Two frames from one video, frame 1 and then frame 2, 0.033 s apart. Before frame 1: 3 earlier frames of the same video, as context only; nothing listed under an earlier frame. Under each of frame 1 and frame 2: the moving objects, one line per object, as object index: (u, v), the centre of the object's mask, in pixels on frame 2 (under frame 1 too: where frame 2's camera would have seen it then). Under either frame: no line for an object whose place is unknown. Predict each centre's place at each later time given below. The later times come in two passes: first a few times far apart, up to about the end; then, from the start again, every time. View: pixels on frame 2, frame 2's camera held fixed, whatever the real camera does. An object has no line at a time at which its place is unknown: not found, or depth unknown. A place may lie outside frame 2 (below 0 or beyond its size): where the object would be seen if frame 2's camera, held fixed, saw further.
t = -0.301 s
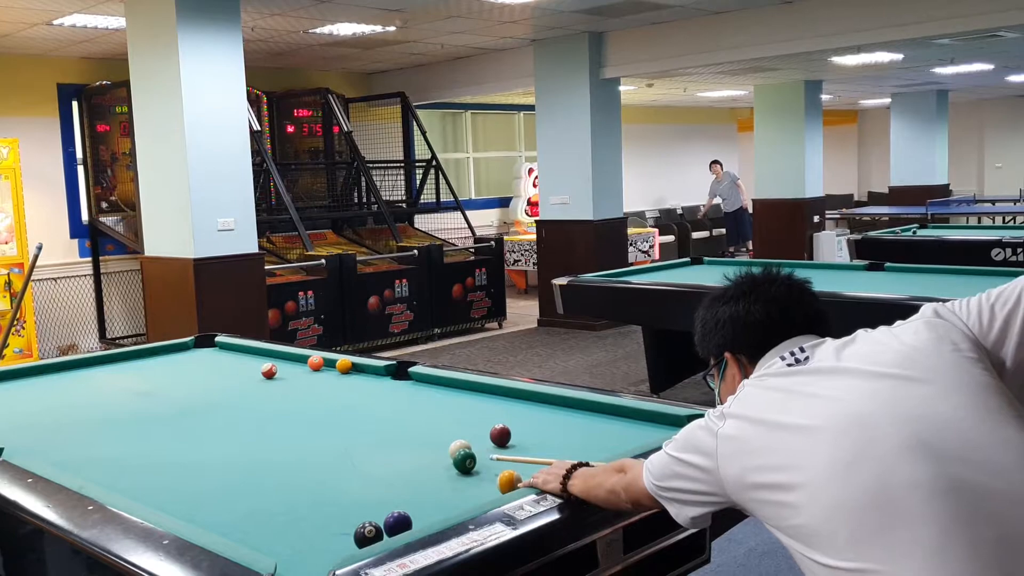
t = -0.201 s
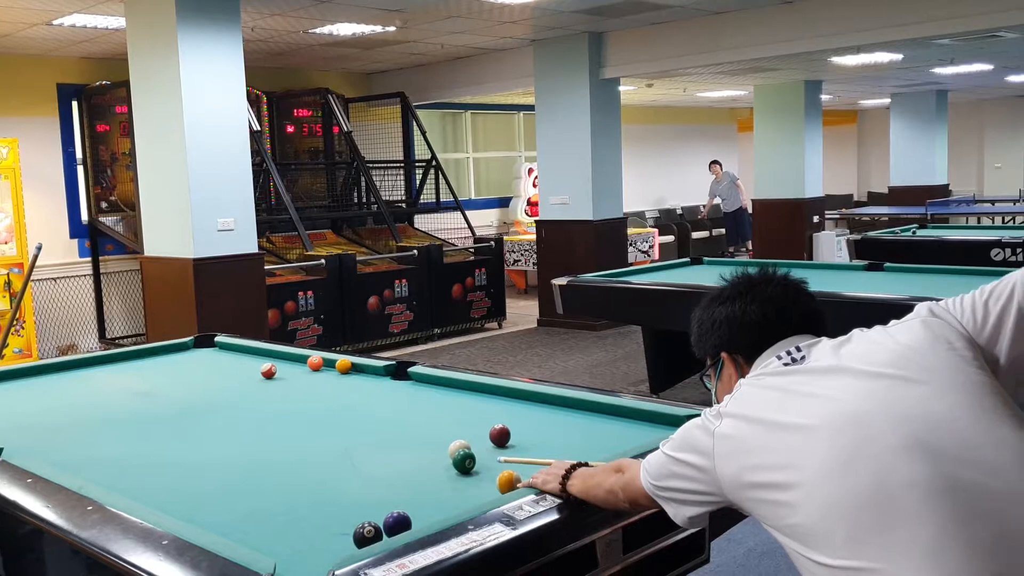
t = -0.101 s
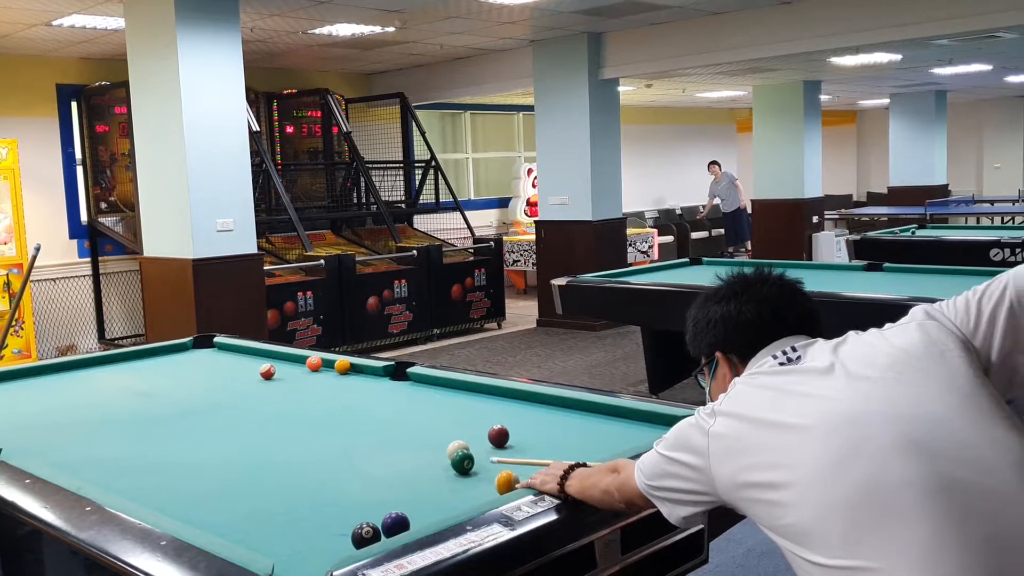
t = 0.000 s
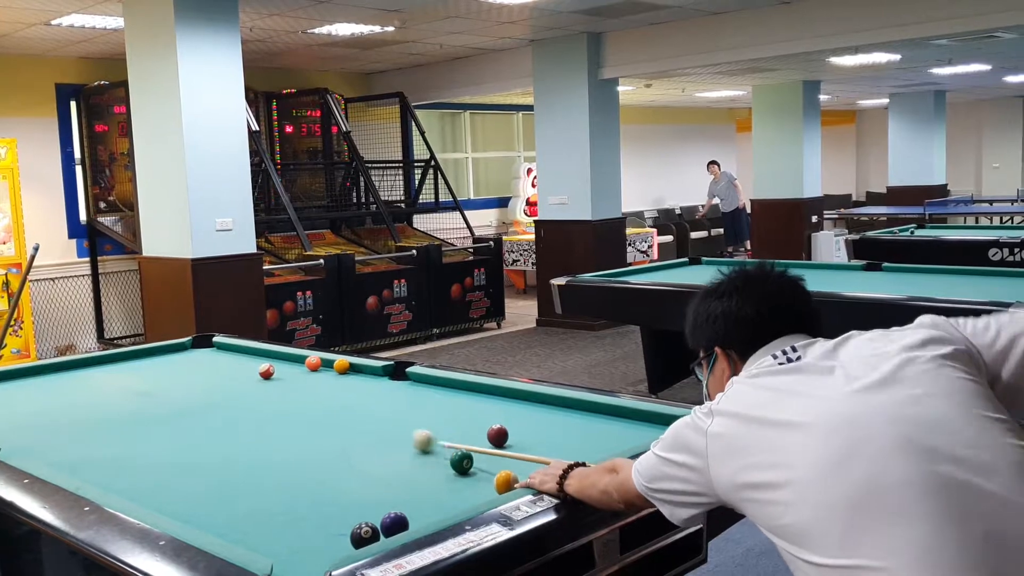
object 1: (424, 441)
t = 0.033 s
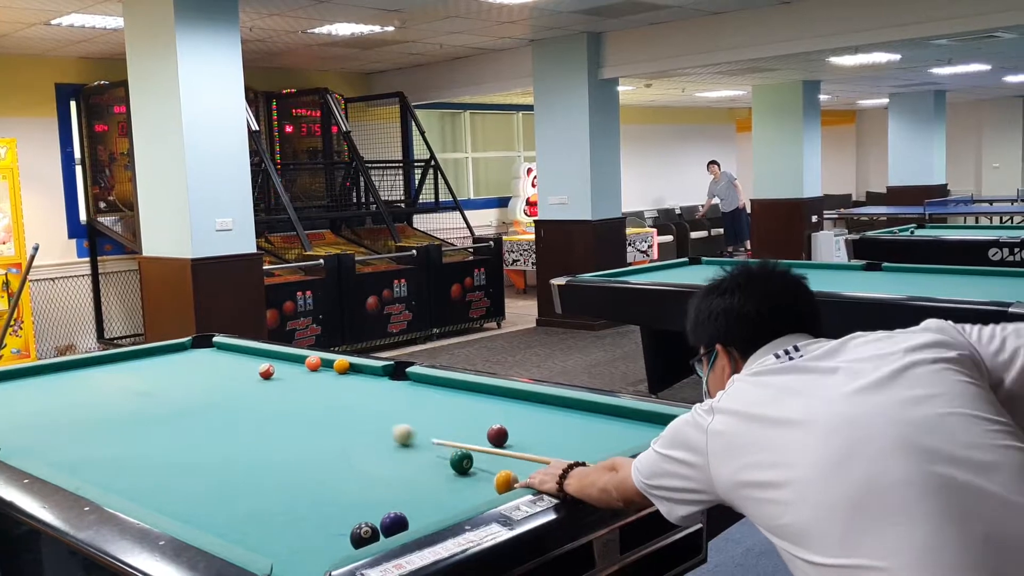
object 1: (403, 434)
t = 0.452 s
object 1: (249, 387)
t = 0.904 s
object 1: (151, 354)
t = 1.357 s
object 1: (211, 359)
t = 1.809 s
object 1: (292, 366)
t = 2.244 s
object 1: (375, 373)
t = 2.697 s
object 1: (410, 385)
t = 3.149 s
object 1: (425, 399)
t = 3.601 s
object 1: (441, 415)
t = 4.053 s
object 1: (457, 430)
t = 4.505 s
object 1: (474, 444)
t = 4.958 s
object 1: (489, 459)
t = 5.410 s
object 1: (503, 467)
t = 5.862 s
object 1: (518, 473)
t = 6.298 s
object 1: (522, 475)
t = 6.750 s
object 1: (521, 475)
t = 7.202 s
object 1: (521, 475)
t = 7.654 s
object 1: (521, 475)
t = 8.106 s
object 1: (521, 475)
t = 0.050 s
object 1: (394, 432)
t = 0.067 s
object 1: (385, 429)
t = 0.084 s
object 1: (377, 426)
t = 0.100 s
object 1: (368, 423)
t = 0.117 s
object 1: (360, 421)
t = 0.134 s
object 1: (353, 419)
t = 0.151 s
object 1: (346, 417)
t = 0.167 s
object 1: (339, 415)
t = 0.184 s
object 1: (332, 413)
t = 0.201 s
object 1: (326, 411)
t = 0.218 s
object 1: (320, 409)
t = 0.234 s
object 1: (315, 407)
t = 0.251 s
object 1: (309, 405)
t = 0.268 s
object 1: (303, 404)
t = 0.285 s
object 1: (298, 402)
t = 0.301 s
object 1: (292, 401)
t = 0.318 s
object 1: (288, 399)
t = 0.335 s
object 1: (283, 397)
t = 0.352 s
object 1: (278, 396)
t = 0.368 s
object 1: (273, 394)
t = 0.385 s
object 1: (267, 392)
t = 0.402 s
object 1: (263, 391)
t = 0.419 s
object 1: (258, 390)
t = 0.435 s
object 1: (253, 388)
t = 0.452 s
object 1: (249, 387)
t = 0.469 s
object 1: (244, 385)
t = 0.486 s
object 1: (240, 384)
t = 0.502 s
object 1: (236, 382)
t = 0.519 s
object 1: (232, 381)
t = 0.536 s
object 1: (227, 380)
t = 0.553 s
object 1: (223, 379)
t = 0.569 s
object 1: (220, 377)
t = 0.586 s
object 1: (215, 376)
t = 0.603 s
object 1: (211, 374)
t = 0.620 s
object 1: (207, 373)
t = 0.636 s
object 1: (203, 372)
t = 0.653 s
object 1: (200, 371)
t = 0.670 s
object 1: (197, 370)
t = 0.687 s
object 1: (193, 368)
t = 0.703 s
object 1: (189, 367)
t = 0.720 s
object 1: (186, 366)
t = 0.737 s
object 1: (182, 365)
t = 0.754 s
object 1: (179, 364)
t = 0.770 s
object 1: (176, 363)
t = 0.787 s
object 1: (173, 362)
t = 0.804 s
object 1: (169, 361)
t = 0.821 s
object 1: (166, 360)
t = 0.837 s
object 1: (163, 358)
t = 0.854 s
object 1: (160, 357)
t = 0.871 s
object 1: (157, 356)
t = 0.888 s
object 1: (154, 355)
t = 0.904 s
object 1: (151, 354)
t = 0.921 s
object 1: (148, 353)
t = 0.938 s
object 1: (145, 352)
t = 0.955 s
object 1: (144, 352)
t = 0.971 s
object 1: (146, 352)
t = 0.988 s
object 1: (149, 353)
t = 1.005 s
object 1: (152, 353)
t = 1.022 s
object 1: (155, 353)
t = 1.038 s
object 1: (158, 353)
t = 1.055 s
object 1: (161, 353)
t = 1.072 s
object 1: (163, 354)
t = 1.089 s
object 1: (166, 354)
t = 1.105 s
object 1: (169, 354)
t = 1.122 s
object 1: (171, 355)
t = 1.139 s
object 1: (174, 355)
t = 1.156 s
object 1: (177, 355)
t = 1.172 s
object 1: (180, 356)
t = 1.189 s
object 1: (182, 356)
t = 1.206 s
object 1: (185, 356)
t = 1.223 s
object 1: (188, 357)
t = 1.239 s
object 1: (191, 357)
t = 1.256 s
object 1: (194, 357)
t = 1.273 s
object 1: (197, 358)
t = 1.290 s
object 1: (200, 358)
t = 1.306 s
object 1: (202, 358)
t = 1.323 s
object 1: (205, 358)
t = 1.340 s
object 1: (208, 359)
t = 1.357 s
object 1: (211, 359)
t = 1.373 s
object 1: (214, 360)
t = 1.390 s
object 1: (217, 360)
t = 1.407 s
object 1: (220, 360)
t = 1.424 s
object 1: (222, 360)
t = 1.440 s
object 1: (225, 360)
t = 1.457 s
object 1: (228, 361)
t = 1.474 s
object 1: (232, 361)
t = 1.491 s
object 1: (234, 361)
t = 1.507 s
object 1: (237, 361)
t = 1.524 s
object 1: (240, 362)
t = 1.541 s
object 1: (243, 362)
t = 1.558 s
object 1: (246, 362)
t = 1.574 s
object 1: (250, 362)
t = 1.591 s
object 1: (252, 363)
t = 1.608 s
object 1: (255, 362)
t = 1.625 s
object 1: (257, 362)
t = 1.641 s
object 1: (260, 362)
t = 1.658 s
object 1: (263, 361)
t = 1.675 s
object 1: (267, 361)
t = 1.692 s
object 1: (271, 361)
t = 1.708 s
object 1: (275, 363)
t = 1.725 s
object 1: (278, 364)
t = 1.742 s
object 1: (280, 365)
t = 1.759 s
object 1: (283, 365)
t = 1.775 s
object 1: (286, 366)
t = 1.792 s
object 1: (289, 366)
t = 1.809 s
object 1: (292, 366)
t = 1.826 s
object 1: (295, 366)
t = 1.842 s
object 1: (298, 367)
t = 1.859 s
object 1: (302, 367)
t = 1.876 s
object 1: (304, 367)
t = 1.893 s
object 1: (307, 368)
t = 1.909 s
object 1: (311, 368)
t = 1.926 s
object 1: (314, 368)
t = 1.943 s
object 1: (318, 368)
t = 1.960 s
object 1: (321, 368)
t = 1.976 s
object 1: (323, 369)
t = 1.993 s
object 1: (326, 369)
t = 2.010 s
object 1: (330, 369)
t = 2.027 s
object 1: (333, 369)
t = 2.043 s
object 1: (336, 370)
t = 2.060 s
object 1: (339, 370)
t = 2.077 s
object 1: (343, 370)
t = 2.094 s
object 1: (346, 370)
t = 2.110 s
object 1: (349, 371)
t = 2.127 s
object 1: (352, 371)
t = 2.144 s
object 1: (356, 371)
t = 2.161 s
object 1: (359, 371)
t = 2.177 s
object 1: (362, 372)
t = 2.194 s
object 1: (365, 372)
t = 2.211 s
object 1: (369, 372)
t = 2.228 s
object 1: (372, 372)
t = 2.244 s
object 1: (375, 373)
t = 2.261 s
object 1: (379, 373)
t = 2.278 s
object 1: (382, 373)
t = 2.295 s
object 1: (386, 374)
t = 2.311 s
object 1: (389, 374)
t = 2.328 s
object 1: (392, 374)
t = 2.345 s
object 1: (395, 374)
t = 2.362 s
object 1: (398, 375)
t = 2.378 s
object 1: (399, 375)
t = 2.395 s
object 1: (400, 376)
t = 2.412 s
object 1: (401, 376)
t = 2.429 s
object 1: (401, 377)
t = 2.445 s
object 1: (402, 378)
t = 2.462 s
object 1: (402, 378)
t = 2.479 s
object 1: (403, 378)
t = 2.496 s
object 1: (403, 379)
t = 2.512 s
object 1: (404, 380)
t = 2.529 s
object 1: (404, 380)
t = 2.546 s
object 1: (405, 381)
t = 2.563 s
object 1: (405, 381)
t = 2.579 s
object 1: (406, 381)
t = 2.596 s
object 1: (407, 382)
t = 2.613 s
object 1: (407, 383)
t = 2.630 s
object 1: (408, 383)
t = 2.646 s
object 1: (408, 384)
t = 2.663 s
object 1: (409, 384)
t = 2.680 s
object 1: (409, 385)
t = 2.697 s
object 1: (410, 385)
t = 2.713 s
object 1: (411, 386)
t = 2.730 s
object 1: (411, 386)
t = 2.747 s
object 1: (412, 387)
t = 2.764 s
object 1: (412, 387)
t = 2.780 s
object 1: (412, 388)
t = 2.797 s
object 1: (413, 388)
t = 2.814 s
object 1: (414, 389)
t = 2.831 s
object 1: (414, 390)
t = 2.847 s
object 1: (415, 390)
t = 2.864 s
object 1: (415, 390)
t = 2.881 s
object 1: (416, 391)
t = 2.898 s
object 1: (417, 392)
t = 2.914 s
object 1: (417, 392)
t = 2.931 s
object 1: (418, 393)
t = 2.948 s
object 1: (419, 393)
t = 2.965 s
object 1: (419, 394)
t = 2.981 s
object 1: (419, 394)
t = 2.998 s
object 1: (420, 395)
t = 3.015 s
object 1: (421, 395)
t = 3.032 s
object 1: (421, 396)
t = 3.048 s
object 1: (422, 396)
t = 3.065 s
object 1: (422, 397)
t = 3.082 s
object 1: (423, 398)
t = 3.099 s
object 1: (423, 398)
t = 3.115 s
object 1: (424, 399)
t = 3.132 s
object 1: (425, 399)
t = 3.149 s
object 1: (425, 399)
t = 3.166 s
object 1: (426, 400)
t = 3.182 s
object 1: (426, 400)
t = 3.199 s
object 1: (427, 401)
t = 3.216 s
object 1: (428, 402)
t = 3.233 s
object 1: (428, 402)
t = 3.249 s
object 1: (429, 403)
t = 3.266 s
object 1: (429, 404)
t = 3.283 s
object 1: (430, 404)
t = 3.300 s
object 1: (430, 405)
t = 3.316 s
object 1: (431, 405)
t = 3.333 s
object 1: (432, 405)
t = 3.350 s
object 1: (432, 406)
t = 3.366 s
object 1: (433, 407)
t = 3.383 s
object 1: (433, 408)
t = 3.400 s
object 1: (434, 408)
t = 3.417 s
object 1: (434, 409)
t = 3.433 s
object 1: (435, 409)
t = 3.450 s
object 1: (436, 410)
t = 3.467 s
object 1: (436, 410)
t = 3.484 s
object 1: (437, 411)
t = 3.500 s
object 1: (437, 411)
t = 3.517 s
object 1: (438, 412)
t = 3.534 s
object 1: (438, 412)
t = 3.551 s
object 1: (439, 413)
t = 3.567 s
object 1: (440, 414)
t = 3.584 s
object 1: (440, 414)
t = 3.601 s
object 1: (441, 415)
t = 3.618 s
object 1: (442, 415)
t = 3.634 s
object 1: (442, 416)
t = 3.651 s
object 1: (443, 417)
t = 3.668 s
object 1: (443, 417)
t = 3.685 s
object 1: (444, 418)
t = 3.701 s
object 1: (444, 418)
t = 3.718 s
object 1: (445, 419)
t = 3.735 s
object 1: (446, 419)
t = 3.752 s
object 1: (447, 420)
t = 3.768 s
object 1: (447, 420)
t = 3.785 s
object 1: (447, 421)
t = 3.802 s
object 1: (448, 422)
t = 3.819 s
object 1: (449, 422)
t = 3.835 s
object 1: (449, 423)
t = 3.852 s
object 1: (450, 423)
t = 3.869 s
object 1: (450, 424)
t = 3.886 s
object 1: (451, 424)
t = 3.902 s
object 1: (451, 425)
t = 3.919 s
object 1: (452, 425)
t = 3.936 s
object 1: (453, 426)
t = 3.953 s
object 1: (453, 427)
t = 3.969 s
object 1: (454, 427)
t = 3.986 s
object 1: (454, 428)
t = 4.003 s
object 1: (455, 428)
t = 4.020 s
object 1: (455, 429)
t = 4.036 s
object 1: (456, 429)
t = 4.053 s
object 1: (457, 430)
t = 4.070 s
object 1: (458, 430)
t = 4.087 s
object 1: (458, 431)
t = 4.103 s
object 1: (459, 432)
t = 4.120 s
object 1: (459, 432)
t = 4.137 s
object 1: (460, 433)
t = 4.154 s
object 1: (460, 433)
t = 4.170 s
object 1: (461, 434)
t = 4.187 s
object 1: (462, 434)
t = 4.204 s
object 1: (462, 435)
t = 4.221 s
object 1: (463, 435)
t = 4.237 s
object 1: (464, 436)
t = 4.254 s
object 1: (464, 436)
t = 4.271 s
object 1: (465, 437)
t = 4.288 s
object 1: (465, 437)
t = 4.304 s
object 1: (466, 438)
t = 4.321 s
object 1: (467, 438)
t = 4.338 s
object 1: (467, 439)
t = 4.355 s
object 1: (468, 439)
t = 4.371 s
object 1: (469, 440)
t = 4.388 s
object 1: (469, 440)
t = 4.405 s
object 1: (470, 441)
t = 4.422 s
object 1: (470, 441)
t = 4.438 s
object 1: (471, 442)
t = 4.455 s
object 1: (472, 442)
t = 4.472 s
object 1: (472, 443)
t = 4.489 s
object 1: (473, 443)
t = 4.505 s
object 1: (474, 444)
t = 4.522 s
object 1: (474, 444)
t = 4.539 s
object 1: (475, 445)
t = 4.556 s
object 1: (475, 445)
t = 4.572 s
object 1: (476, 446)
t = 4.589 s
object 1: (476, 446)
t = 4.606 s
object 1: (477, 447)
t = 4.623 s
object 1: (478, 448)
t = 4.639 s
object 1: (478, 449)
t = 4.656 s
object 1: (479, 449)
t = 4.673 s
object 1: (479, 450)
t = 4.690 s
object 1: (480, 450)
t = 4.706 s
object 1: (480, 451)
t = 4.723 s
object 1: (481, 451)
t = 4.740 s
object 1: (482, 452)
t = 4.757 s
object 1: (482, 453)
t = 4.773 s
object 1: (483, 453)
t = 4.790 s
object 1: (484, 454)
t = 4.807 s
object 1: (484, 454)
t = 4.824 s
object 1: (484, 455)
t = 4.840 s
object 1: (485, 455)
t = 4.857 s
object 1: (486, 456)
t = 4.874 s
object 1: (486, 457)
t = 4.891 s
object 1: (487, 457)
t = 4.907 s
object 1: (487, 458)
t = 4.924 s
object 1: (488, 458)
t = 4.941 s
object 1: (489, 459)
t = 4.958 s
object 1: (489, 459)
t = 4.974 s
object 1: (490, 460)
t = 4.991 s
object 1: (490, 460)
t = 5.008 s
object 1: (491, 461)
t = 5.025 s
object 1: (491, 461)
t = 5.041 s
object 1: (492, 462)
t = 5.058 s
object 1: (492, 462)
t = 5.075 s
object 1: (493, 462)
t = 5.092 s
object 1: (493, 463)
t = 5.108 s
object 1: (494, 463)
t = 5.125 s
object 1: (494, 464)
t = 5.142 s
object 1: (495, 464)
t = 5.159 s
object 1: (495, 464)
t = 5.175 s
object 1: (496, 464)
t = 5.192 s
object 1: (496, 464)
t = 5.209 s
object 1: (496, 465)
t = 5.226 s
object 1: (497, 465)
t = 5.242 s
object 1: (497, 465)
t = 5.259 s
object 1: (498, 465)
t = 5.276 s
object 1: (498, 466)
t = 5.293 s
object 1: (499, 466)
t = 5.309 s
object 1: (500, 466)
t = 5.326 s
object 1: (500, 466)
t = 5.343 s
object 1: (501, 466)
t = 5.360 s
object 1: (502, 466)
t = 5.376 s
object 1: (502, 466)
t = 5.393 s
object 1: (503, 467)
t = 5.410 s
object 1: (503, 467)
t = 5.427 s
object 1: (504, 467)
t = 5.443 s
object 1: (505, 467)
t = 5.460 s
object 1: (506, 467)
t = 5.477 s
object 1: (506, 468)
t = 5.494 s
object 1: (506, 468)
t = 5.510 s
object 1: (508, 468)
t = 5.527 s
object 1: (509, 469)
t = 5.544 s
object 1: (509, 469)
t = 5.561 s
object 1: (510, 470)
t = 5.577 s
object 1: (512, 470)
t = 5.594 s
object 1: (512, 470)
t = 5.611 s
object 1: (512, 470)
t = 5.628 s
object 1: (513, 470)
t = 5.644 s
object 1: (513, 471)
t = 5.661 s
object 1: (514, 471)
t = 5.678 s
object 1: (514, 471)
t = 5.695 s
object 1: (515, 472)
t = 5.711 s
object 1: (516, 472)
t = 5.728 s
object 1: (516, 472)
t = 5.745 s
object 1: (516, 472)
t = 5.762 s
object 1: (517, 472)
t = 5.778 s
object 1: (517, 472)
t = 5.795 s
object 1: (517, 473)
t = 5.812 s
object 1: (518, 473)
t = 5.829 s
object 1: (518, 473)
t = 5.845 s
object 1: (518, 473)
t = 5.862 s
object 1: (518, 473)
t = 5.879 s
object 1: (519, 474)
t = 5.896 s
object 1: (518, 474)
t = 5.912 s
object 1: (519, 474)
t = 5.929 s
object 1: (519, 474)
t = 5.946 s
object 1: (520, 474)
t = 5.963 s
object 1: (520, 474)
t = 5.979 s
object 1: (520, 474)
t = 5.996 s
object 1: (520, 474)
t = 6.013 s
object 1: (520, 474)
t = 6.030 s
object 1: (520, 474)
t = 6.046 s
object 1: (521, 474)
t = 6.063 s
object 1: (521, 474)
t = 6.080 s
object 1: (521, 474)
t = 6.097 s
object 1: (521, 475)
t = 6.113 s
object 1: (521, 474)
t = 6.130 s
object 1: (521, 475)
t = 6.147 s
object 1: (521, 475)
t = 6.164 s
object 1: (521, 475)
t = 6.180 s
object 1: (521, 475)
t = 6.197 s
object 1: (521, 475)
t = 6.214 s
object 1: (521, 475)
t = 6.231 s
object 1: (521, 475)
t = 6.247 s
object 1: (522, 475)
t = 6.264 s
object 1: (522, 475)
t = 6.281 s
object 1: (522, 475)
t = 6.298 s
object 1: (522, 475)
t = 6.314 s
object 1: (521, 475)
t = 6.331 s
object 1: (521, 475)
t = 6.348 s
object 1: (521, 475)
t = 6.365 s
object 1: (521, 475)
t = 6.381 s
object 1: (521, 475)
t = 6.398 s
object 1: (521, 475)
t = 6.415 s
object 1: (521, 475)
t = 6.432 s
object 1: (521, 475)
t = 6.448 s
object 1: (521, 475)
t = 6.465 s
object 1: (521, 475)
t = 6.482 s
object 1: (521, 475)
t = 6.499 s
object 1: (521, 475)
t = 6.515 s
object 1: (521, 475)
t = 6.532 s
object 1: (521, 475)
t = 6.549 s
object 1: (521, 475)
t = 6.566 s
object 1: (521, 475)
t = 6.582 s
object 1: (521, 475)
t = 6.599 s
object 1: (521, 475)
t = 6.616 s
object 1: (521, 475)
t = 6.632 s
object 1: (520, 475)
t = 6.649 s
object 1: (520, 475)
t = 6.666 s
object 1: (520, 475)
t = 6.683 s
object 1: (520, 475)
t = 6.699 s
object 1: (520, 475)
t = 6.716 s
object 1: (521, 475)
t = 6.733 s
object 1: (521, 475)
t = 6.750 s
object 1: (521, 475)
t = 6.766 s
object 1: (521, 475)
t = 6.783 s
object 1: (521, 475)
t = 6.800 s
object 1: (521, 475)
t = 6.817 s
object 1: (521, 475)
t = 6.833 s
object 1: (521, 475)
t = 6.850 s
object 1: (521, 475)
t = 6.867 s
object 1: (521, 475)
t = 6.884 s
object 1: (521, 475)
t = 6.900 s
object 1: (521, 475)
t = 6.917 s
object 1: (521, 475)
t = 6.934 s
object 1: (521, 475)
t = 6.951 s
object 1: (521, 475)
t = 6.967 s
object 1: (521, 475)
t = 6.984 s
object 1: (521, 475)
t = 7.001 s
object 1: (521, 475)
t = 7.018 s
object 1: (521, 475)
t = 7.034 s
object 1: (521, 475)
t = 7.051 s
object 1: (521, 475)
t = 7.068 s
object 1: (521, 475)
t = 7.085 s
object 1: (521, 475)
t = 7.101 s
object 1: (521, 475)
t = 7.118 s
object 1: (521, 475)
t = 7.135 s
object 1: (521, 475)
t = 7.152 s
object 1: (521, 475)
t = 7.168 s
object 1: (521, 475)
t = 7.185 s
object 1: (521, 475)
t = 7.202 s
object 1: (521, 475)
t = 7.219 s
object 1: (521, 475)
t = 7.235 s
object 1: (521, 475)
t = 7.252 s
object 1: (521, 475)
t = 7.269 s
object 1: (521, 475)
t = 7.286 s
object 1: (521, 475)
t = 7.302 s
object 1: (521, 475)
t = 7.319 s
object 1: (521, 475)
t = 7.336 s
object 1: (521, 475)
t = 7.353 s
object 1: (521, 475)
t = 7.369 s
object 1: (521, 475)
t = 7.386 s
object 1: (521, 475)
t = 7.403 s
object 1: (521, 475)
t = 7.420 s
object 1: (521, 475)
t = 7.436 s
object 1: (521, 475)
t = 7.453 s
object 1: (521, 475)
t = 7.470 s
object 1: (521, 475)
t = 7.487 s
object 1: (521, 475)
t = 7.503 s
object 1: (521, 475)
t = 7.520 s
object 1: (521, 475)
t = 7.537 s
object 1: (521, 475)
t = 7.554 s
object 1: (521, 475)
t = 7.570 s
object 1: (521, 475)
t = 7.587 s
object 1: (521, 475)
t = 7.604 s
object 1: (521, 475)
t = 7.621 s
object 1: (521, 475)
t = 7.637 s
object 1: (521, 475)
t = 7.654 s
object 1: (521, 475)
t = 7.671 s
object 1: (521, 475)
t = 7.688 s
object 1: (521, 475)
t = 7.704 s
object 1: (521, 475)
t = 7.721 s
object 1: (521, 475)
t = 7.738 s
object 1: (521, 475)
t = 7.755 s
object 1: (521, 475)
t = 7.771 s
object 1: (521, 475)
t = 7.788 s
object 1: (521, 475)
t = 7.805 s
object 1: (521, 475)
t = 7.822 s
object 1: (521, 475)
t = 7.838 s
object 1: (521, 475)
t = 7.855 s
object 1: (521, 475)
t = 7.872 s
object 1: (521, 475)
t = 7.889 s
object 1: (521, 475)
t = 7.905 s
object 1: (521, 475)
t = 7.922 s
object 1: (521, 475)
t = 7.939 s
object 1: (521, 475)
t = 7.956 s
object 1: (521, 475)
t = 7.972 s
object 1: (521, 475)
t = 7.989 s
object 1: (521, 475)
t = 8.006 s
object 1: (521, 475)
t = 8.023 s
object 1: (521, 475)
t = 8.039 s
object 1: (521, 475)
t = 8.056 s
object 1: (521, 475)
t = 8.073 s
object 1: (521, 475)
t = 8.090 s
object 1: (521, 475)
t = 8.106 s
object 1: (521, 475)
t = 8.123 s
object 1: (521, 475)
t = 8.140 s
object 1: (521, 475)
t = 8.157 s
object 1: (521, 475)
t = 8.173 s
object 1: (521, 475)
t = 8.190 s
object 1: (521, 475)
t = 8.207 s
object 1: (521, 475)
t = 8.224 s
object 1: (521, 475)
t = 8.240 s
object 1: (521, 475)
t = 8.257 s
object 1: (521, 475)
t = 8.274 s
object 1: (521, 475)
